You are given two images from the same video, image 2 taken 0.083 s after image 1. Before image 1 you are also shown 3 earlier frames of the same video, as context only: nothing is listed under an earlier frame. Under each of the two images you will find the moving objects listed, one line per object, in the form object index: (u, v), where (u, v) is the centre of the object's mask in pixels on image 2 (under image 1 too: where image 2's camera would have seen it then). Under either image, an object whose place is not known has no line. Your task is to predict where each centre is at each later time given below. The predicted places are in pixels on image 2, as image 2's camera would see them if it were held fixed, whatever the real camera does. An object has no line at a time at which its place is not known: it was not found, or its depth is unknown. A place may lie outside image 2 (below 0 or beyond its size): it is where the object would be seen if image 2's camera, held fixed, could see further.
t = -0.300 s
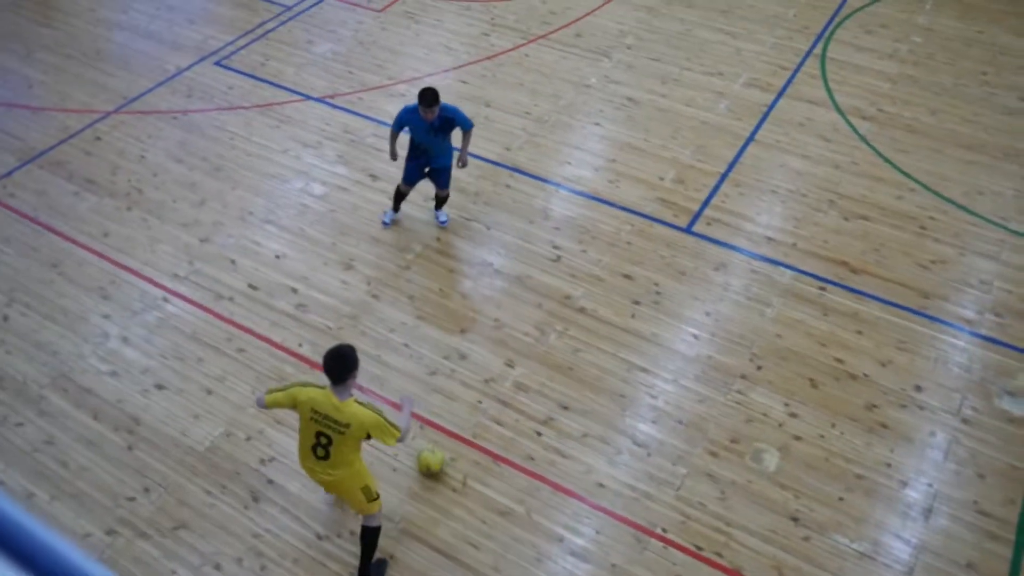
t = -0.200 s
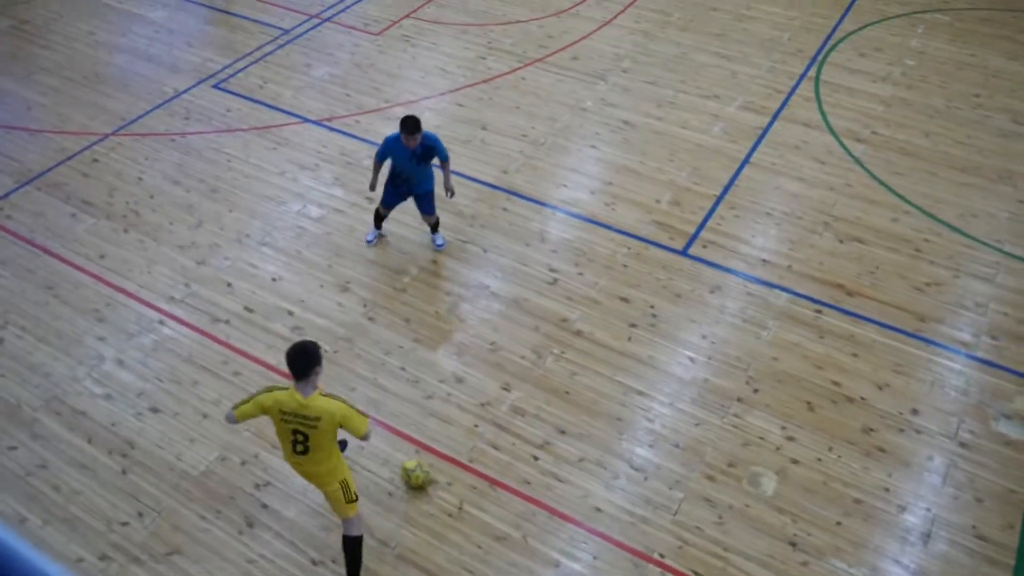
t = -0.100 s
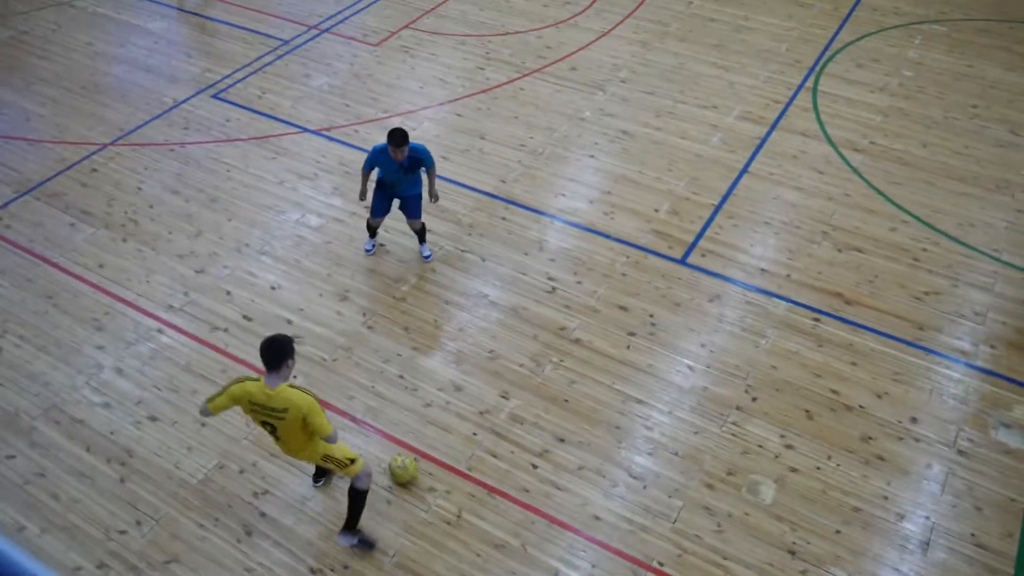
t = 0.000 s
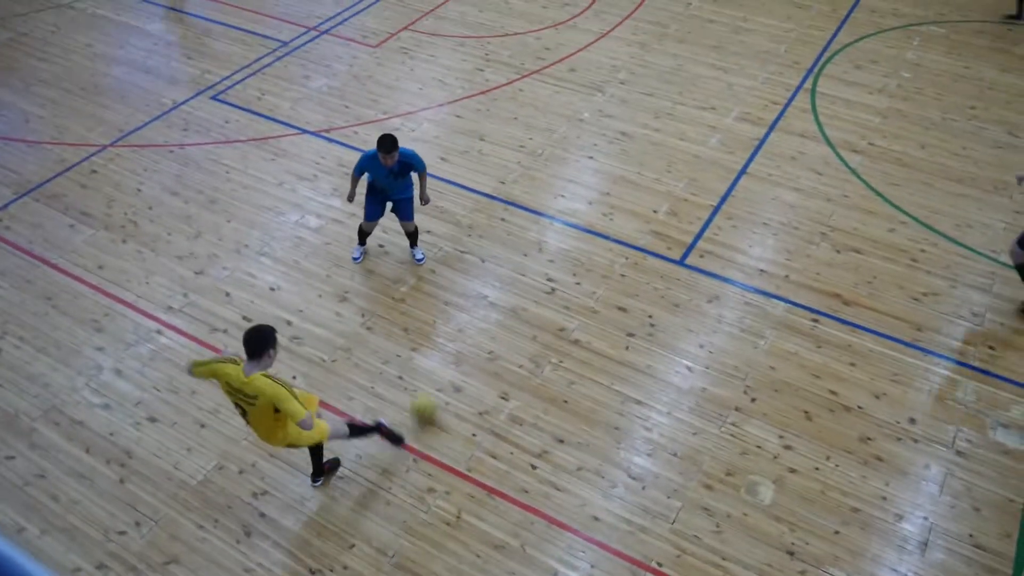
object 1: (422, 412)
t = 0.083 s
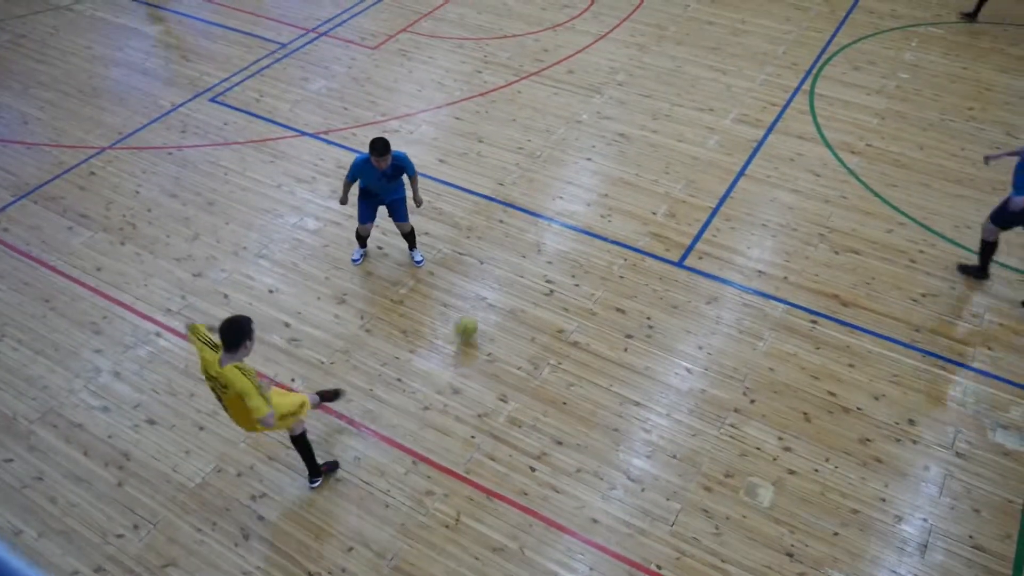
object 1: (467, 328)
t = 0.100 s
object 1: (474, 314)
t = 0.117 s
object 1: (482, 300)
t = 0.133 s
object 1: (489, 287)
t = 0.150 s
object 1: (497, 277)
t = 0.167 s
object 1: (503, 265)
